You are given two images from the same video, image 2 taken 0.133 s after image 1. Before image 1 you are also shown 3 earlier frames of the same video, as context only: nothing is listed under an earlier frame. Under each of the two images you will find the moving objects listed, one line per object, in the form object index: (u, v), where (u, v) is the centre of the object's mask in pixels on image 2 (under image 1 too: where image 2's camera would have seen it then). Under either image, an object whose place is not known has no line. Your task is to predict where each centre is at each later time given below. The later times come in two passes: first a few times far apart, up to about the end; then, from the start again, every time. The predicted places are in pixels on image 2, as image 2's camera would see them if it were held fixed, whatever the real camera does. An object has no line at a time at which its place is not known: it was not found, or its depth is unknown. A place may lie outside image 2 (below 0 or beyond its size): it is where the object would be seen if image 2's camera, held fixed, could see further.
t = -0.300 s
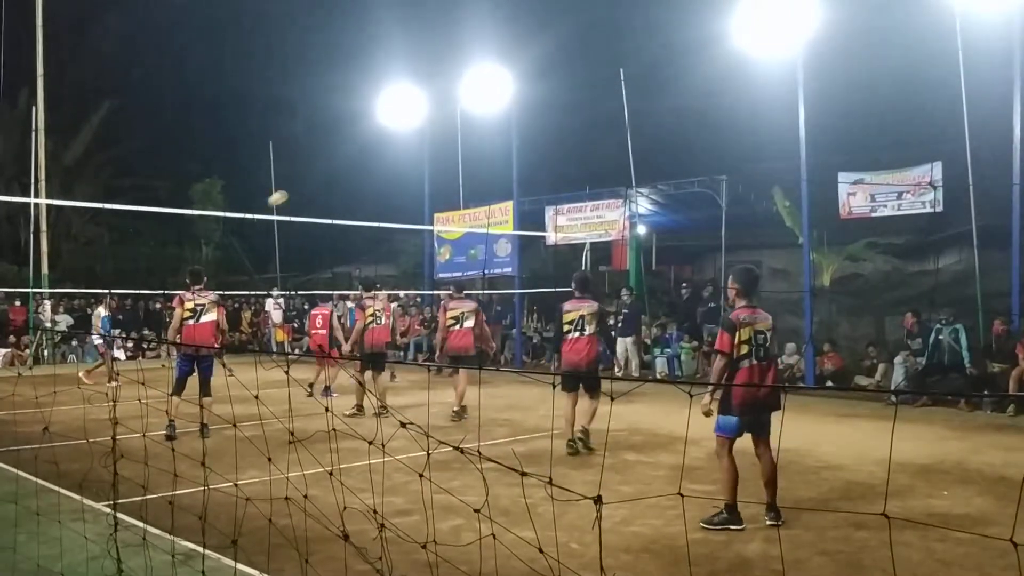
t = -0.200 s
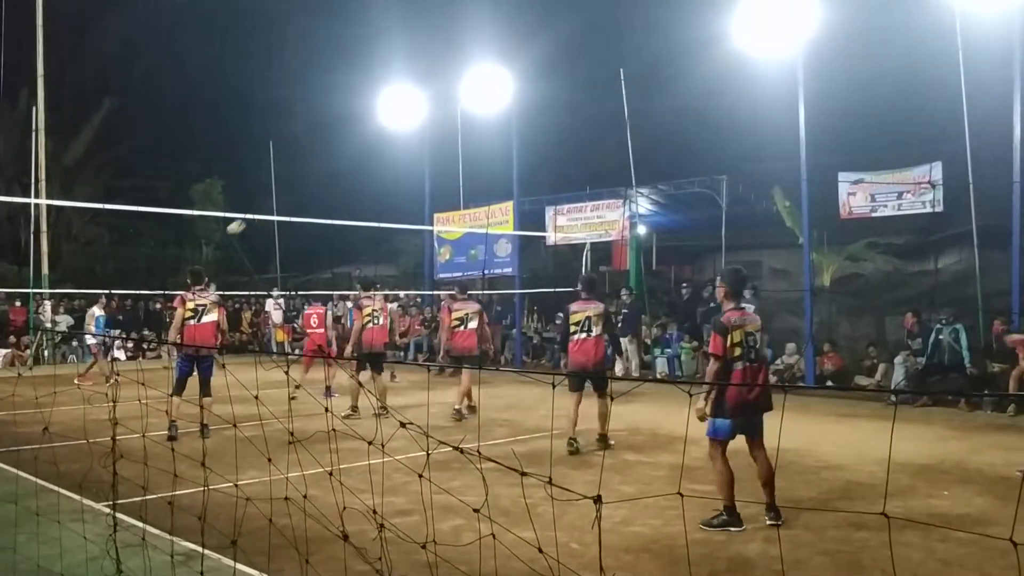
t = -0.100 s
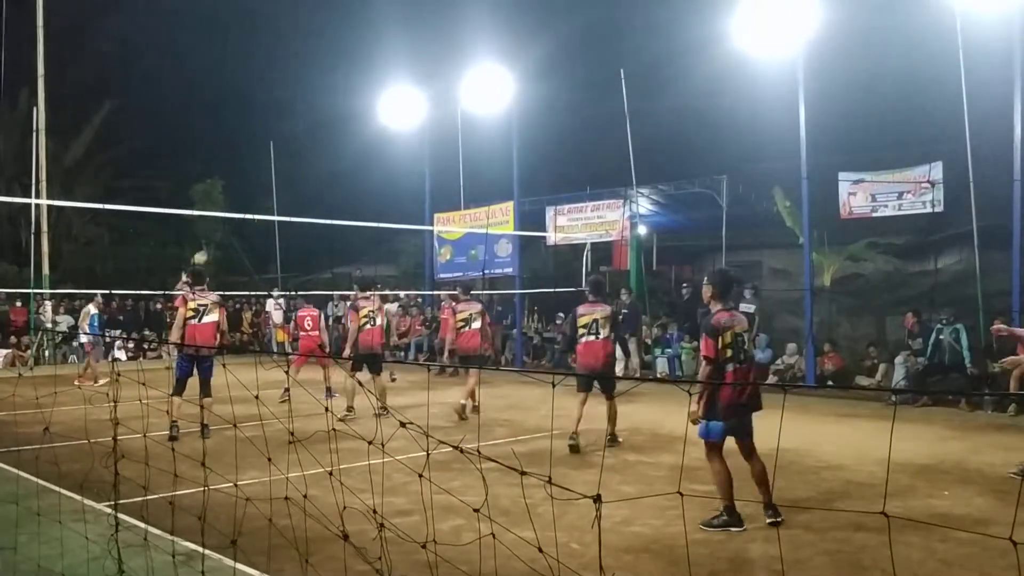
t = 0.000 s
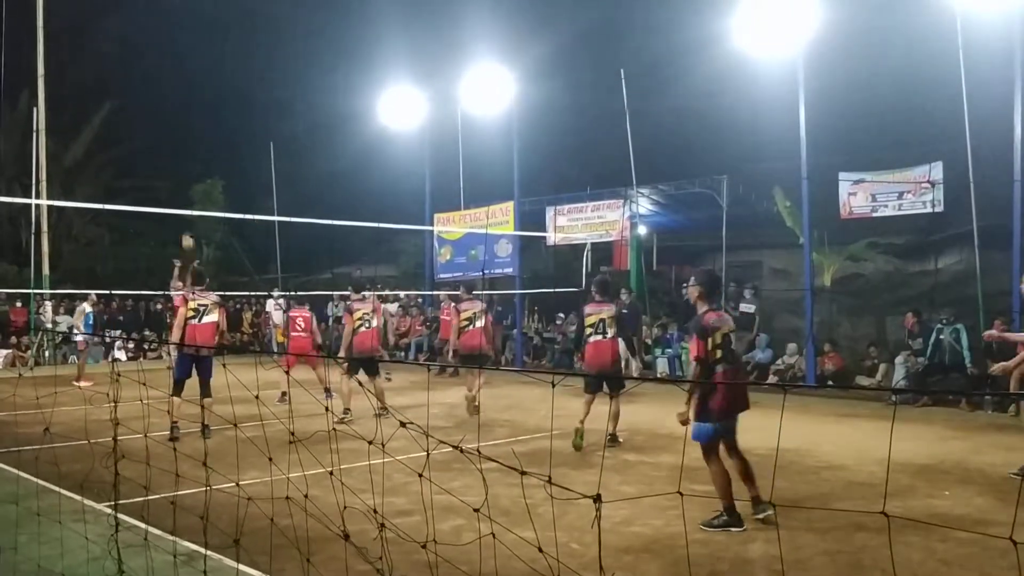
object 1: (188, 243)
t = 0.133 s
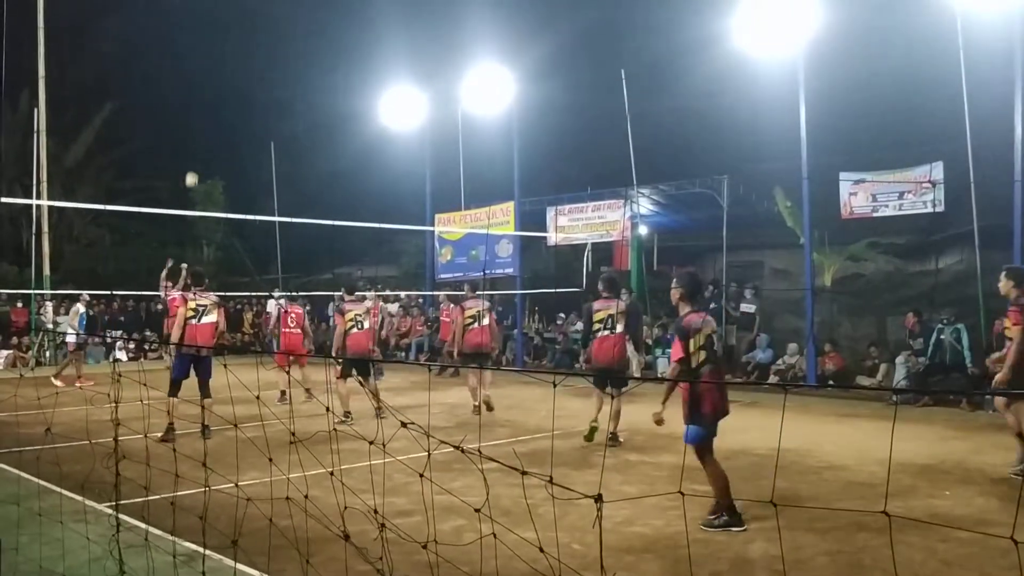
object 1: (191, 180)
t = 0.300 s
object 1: (195, 115)
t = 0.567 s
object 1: (198, 42)
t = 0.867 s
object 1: (202, 4)
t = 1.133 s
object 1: (204, 8)
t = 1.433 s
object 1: (207, 65)
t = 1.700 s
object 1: (209, 157)
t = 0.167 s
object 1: (192, 165)
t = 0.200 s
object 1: (193, 152)
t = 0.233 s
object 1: (193, 139)
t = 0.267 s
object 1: (194, 127)
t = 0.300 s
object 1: (195, 115)
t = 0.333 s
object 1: (195, 104)
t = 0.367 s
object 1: (195, 93)
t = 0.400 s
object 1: (196, 83)
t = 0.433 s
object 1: (196, 74)
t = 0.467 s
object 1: (197, 64)
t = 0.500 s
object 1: (197, 56)
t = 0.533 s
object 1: (198, 49)
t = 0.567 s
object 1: (198, 42)
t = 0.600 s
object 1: (198, 35)
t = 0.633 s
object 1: (199, 28)
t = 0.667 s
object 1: (199, 23)
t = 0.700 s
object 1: (200, 18)
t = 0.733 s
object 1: (200, 13)
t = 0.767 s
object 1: (200, 9)
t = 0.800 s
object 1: (201, 6)
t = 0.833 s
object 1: (201, 5)
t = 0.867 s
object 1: (202, 4)
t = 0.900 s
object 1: (202, 3)
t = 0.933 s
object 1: (202, 3)
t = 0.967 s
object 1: (203, 3)
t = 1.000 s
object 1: (203, 3)
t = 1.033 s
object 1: (203, 3)
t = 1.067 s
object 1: (204, 4)
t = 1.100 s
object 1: (204, 6)
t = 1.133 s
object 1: (204, 8)
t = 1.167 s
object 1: (205, 12)
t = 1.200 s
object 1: (205, 17)
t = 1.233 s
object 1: (205, 21)
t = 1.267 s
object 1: (205, 27)
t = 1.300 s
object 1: (206, 33)
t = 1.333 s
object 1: (206, 40)
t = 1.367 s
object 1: (206, 48)
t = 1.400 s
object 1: (206, 56)
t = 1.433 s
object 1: (207, 65)
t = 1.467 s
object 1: (207, 74)
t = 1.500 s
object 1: (207, 84)
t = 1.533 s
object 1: (207, 94)
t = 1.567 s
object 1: (207, 106)
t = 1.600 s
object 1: (208, 117)
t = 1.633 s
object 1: (208, 130)
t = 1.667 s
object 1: (208, 143)
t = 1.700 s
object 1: (209, 157)
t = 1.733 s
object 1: (208, 172)
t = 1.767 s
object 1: (209, 187)
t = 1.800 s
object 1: (209, 203)
